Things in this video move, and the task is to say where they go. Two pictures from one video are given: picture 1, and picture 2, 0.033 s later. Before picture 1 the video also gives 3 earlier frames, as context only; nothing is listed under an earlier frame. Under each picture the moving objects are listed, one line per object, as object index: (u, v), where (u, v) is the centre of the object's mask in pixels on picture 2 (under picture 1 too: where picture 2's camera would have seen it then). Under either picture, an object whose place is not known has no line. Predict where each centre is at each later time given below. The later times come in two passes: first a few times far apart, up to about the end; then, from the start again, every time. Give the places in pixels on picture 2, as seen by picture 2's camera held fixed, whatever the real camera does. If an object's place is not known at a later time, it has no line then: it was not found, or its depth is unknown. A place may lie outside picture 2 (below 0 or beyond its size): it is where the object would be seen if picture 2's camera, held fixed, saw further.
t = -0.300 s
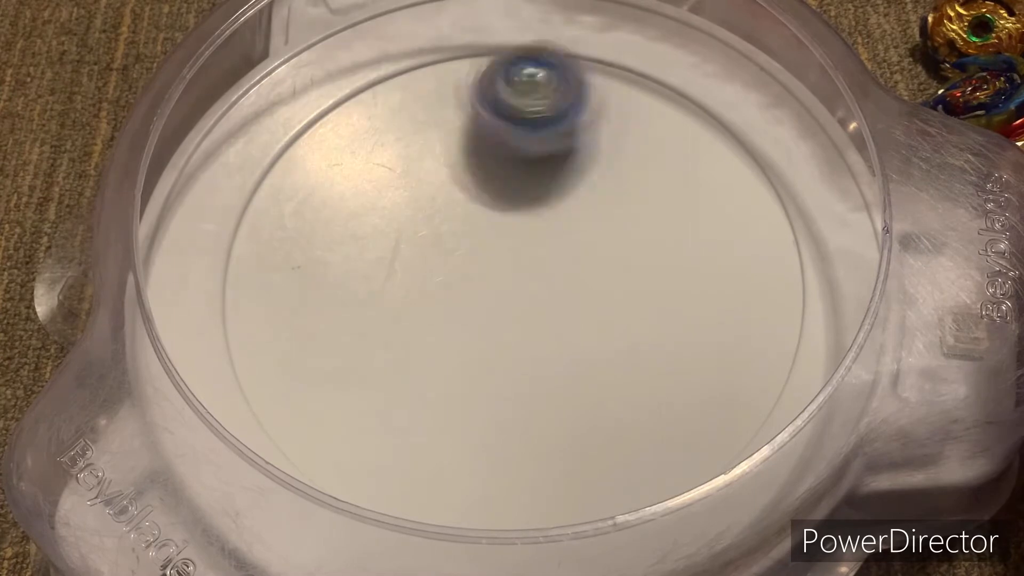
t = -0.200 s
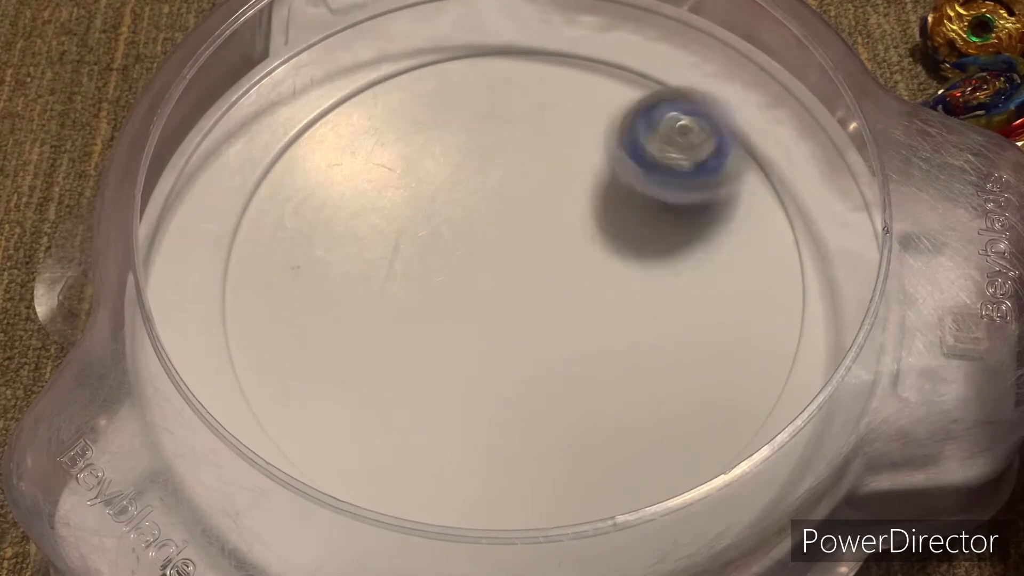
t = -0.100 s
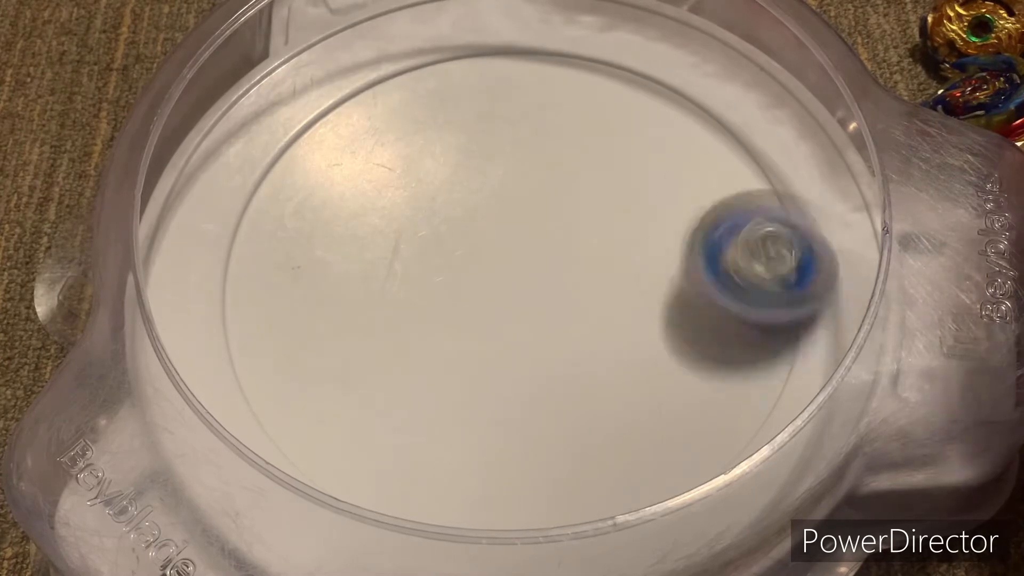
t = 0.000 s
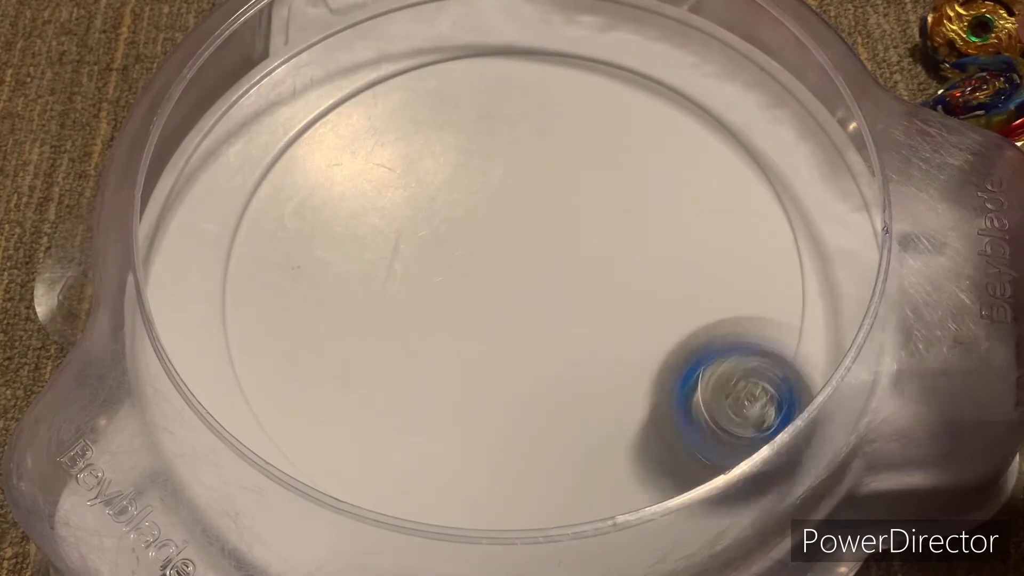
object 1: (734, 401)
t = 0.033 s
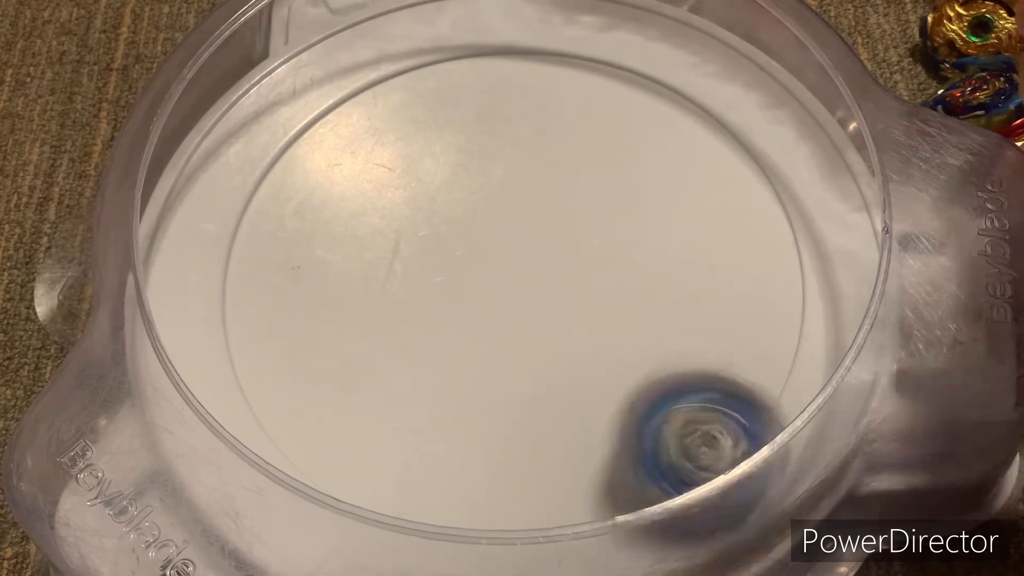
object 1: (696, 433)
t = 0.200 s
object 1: (371, 447)
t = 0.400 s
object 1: (275, 178)
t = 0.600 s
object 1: (575, 45)
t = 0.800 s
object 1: (782, 330)
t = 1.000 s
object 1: (348, 451)
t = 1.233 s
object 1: (349, 92)
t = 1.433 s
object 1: (697, 96)
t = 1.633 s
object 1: (710, 418)
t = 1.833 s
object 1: (314, 381)
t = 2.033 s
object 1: (354, 146)
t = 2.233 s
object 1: (501, 174)
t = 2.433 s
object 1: (577, 258)
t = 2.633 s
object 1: (539, 265)
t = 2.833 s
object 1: (523, 266)
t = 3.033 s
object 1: (508, 292)
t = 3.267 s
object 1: (517, 303)
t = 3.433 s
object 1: (511, 295)
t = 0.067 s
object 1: (634, 459)
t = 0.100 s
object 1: (567, 479)
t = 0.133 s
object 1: (499, 482)
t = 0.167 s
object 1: (435, 468)
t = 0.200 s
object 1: (371, 447)
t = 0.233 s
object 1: (324, 417)
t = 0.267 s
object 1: (286, 373)
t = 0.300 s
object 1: (266, 329)
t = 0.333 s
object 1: (260, 279)
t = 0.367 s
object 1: (263, 226)
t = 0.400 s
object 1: (275, 178)
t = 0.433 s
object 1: (304, 136)
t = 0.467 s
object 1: (344, 89)
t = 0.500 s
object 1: (388, 59)
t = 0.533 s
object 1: (446, 46)
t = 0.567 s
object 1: (507, 45)
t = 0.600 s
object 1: (575, 45)
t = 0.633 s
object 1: (635, 57)
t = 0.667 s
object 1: (693, 87)
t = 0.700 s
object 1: (744, 135)
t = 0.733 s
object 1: (777, 194)
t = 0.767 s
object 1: (794, 258)
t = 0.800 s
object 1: (782, 330)
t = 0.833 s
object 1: (743, 391)
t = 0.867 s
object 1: (674, 442)
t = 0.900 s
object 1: (599, 494)
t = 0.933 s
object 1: (506, 508)
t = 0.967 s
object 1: (419, 502)
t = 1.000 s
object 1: (348, 451)
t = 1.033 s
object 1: (286, 404)
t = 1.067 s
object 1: (247, 351)
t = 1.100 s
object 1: (230, 291)
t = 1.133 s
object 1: (237, 232)
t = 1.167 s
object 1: (260, 179)
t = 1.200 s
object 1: (300, 131)
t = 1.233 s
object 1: (349, 92)
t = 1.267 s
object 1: (402, 64)
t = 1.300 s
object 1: (464, 48)
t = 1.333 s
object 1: (525, 43)
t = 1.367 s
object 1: (585, 50)
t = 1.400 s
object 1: (643, 66)
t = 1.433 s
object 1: (697, 96)
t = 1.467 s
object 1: (740, 138)
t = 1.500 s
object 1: (770, 190)
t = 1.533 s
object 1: (785, 247)
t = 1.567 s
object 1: (783, 313)
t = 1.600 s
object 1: (759, 367)
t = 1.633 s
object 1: (710, 418)
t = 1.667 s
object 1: (643, 448)
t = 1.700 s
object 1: (567, 468)
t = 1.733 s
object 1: (492, 466)
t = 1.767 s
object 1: (424, 457)
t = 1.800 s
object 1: (360, 423)
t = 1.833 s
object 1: (314, 381)
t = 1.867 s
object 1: (288, 332)
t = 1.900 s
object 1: (273, 279)
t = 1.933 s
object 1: (277, 224)
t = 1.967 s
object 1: (296, 202)
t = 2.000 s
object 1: (324, 169)
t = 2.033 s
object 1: (354, 146)
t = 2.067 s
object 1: (389, 134)
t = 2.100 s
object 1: (417, 140)
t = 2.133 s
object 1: (441, 152)
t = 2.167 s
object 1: (462, 155)
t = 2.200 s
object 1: (482, 164)
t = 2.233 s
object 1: (501, 174)
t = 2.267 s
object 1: (523, 176)
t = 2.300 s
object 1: (542, 195)
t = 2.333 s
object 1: (559, 208)
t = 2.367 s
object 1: (572, 225)
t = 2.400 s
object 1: (576, 240)
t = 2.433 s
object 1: (577, 258)
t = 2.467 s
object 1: (571, 269)
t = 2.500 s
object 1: (560, 273)
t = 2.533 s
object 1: (551, 272)
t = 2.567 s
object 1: (542, 270)
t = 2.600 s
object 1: (539, 267)
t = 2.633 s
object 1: (539, 265)
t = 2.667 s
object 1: (539, 263)
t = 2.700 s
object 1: (537, 262)
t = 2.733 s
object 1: (535, 262)
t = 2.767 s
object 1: (532, 263)
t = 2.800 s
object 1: (528, 265)
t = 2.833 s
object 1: (523, 266)
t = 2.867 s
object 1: (519, 269)
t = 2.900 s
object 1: (515, 273)
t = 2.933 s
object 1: (512, 278)
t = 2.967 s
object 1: (509, 283)
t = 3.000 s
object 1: (509, 288)
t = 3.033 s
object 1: (508, 292)
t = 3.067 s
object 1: (510, 296)
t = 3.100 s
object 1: (511, 299)
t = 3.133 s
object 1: (513, 302)
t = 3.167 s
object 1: (515, 303)
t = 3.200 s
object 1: (516, 304)
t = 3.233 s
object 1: (516, 304)
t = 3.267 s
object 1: (517, 303)
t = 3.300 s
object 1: (516, 303)
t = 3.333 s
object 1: (514, 302)
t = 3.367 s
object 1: (514, 300)
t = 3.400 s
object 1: (512, 298)
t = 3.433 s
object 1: (511, 295)
